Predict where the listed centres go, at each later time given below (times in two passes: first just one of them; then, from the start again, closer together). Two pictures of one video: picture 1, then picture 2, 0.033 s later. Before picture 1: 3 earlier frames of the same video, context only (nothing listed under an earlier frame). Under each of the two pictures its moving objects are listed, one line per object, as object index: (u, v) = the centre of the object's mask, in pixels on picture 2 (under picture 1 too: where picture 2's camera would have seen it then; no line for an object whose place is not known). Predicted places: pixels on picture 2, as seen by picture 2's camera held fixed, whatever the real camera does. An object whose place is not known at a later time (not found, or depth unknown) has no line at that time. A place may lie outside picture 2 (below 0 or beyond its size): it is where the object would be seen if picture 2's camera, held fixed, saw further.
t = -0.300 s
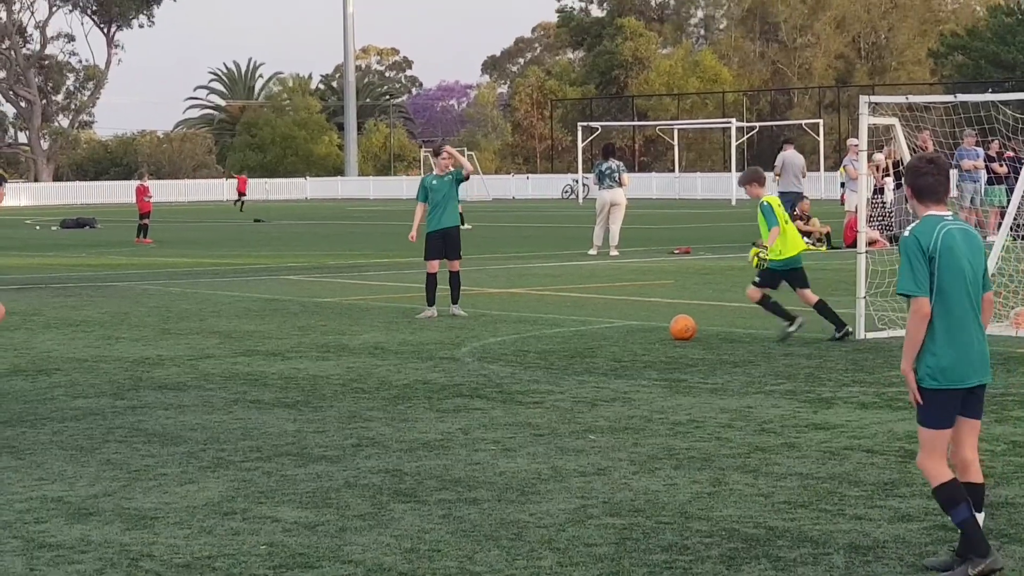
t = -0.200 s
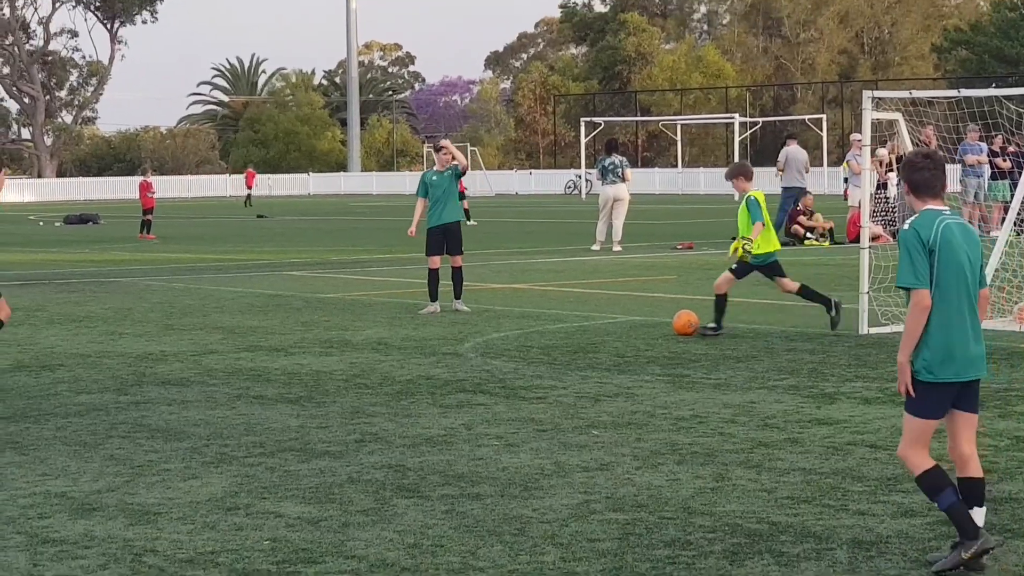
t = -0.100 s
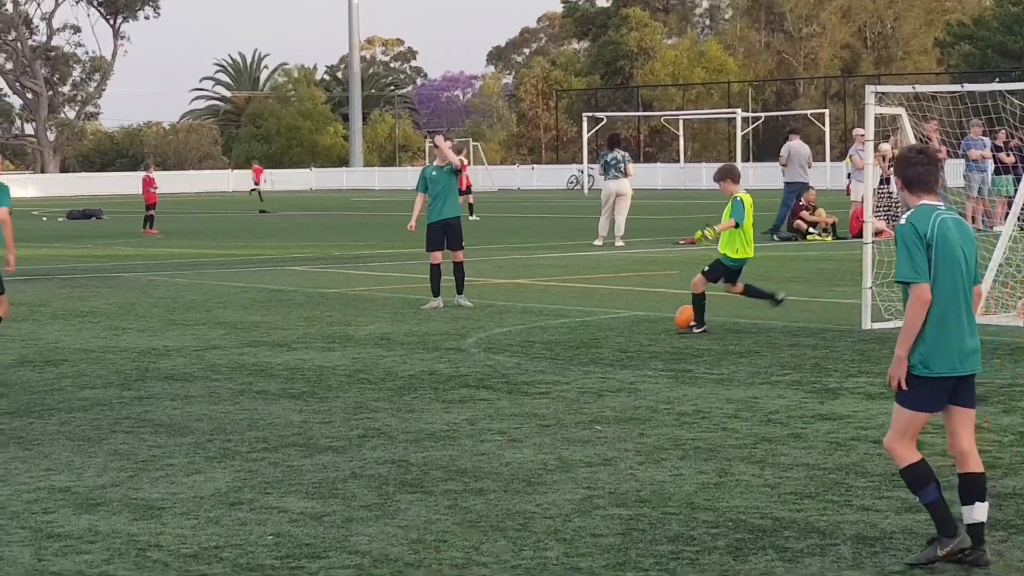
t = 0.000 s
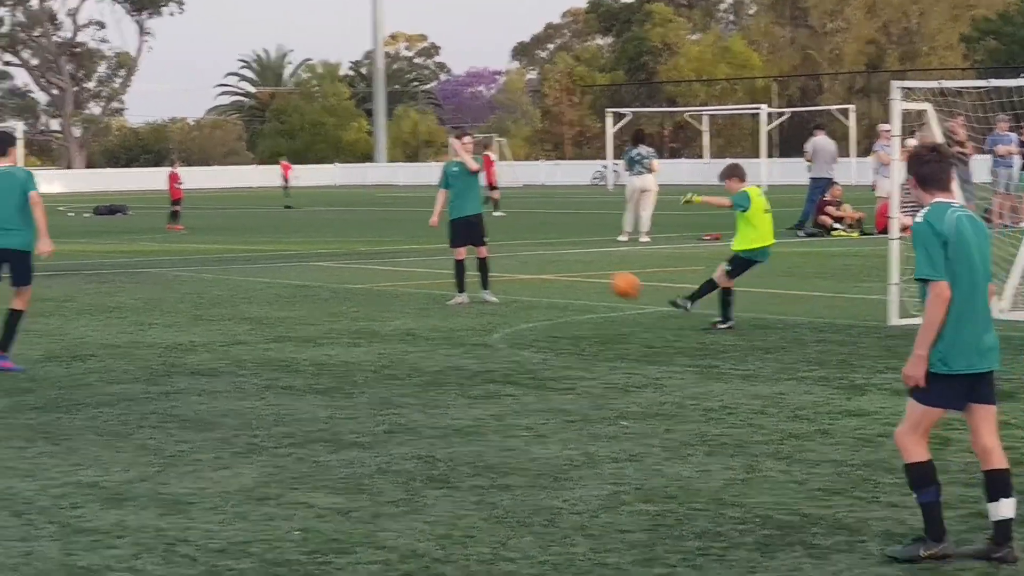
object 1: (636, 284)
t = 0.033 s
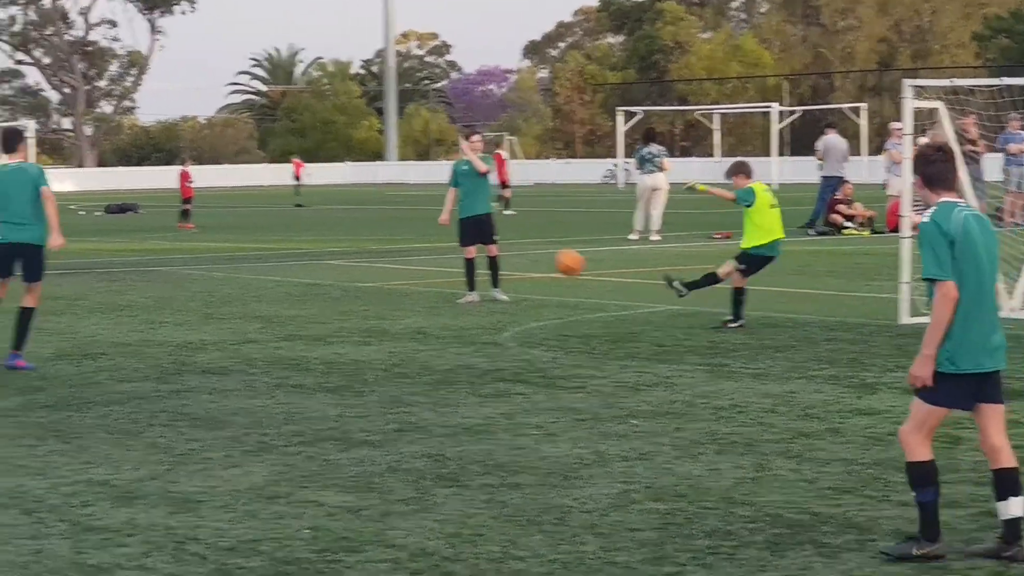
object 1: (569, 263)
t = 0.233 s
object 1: (177, 157)
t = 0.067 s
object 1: (504, 243)
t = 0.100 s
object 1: (438, 224)
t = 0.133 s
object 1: (373, 207)
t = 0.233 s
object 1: (177, 157)
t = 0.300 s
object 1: (47, 131)
